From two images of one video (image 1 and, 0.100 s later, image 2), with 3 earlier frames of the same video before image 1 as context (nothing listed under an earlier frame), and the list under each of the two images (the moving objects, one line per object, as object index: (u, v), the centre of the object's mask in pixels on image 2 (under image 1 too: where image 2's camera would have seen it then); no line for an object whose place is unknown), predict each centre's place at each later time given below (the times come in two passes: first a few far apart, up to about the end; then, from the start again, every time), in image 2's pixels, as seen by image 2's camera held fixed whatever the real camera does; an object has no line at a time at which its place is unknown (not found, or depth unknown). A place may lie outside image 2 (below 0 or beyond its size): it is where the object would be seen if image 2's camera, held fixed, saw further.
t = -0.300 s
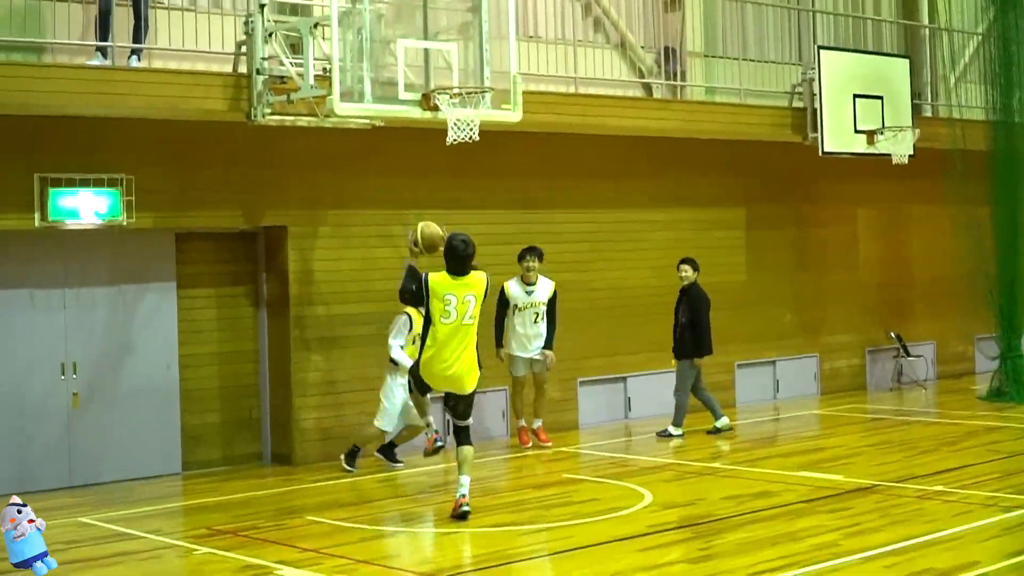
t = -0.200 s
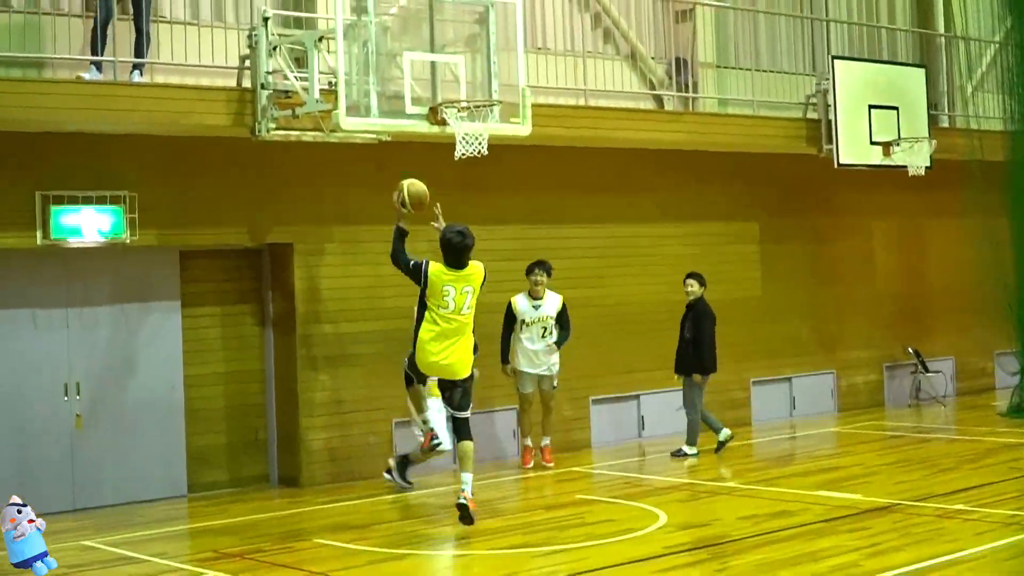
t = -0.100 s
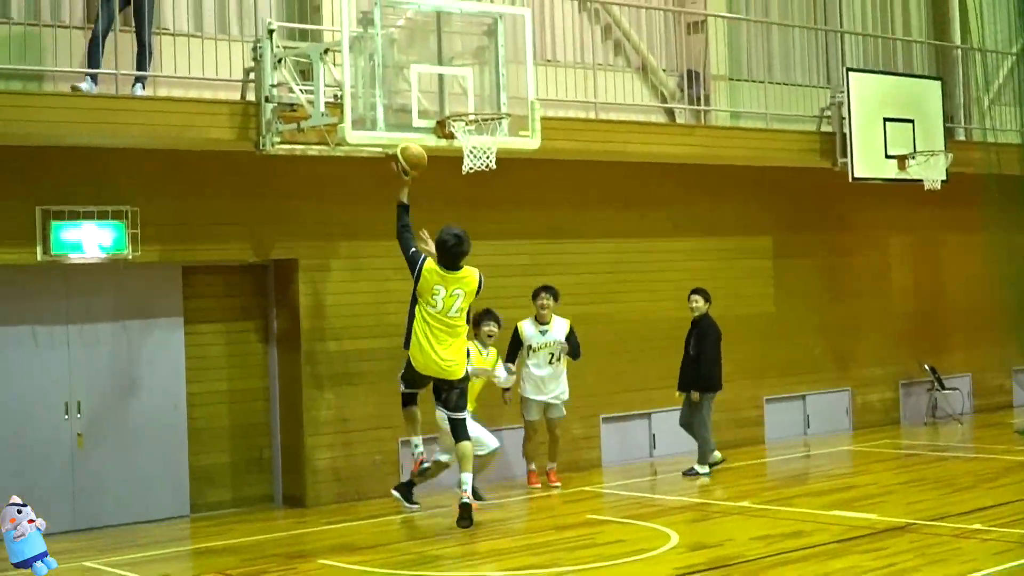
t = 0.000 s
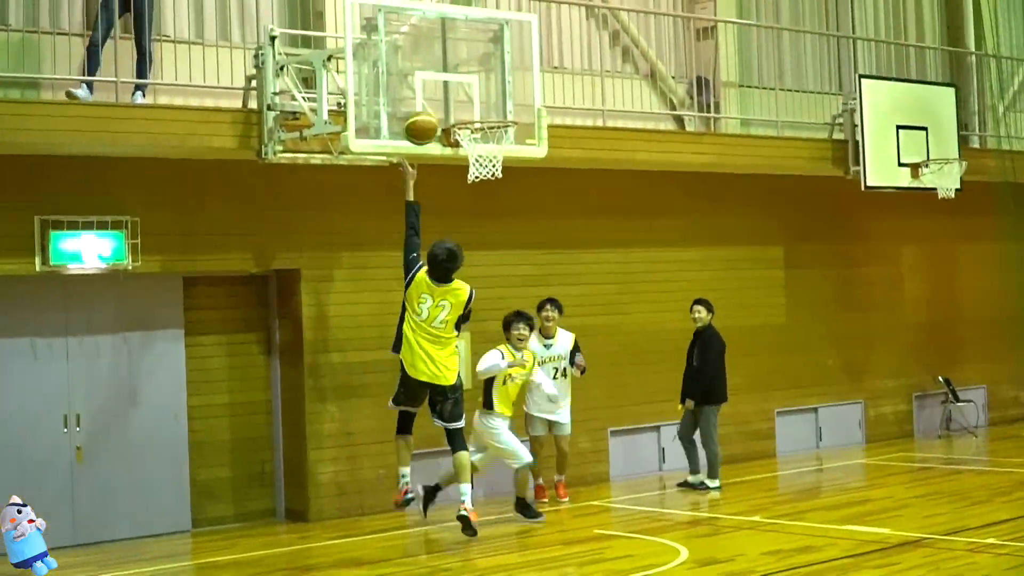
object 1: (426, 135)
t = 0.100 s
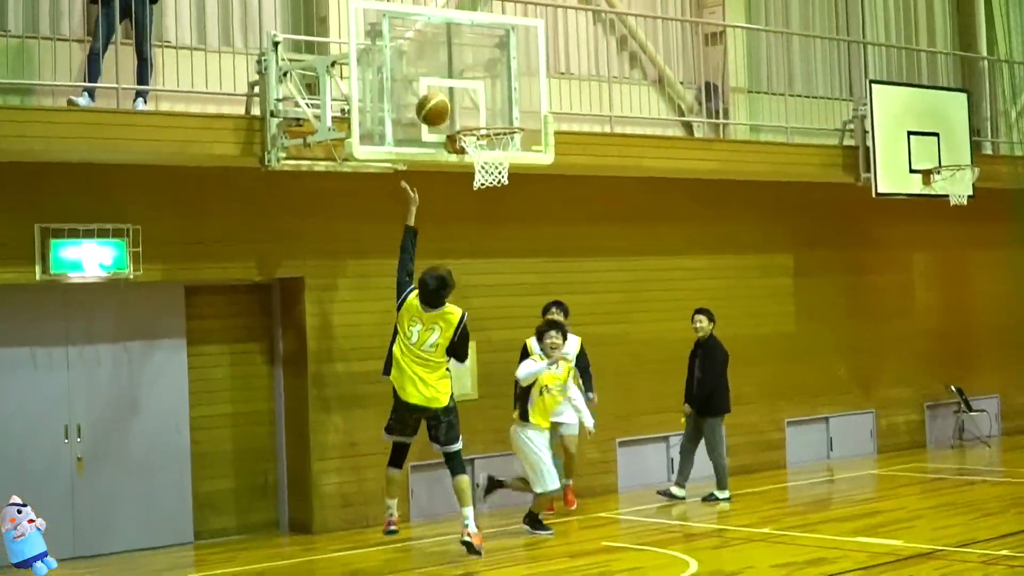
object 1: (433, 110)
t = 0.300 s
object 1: (456, 100)
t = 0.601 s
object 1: (510, 177)
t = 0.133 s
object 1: (436, 105)
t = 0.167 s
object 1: (438, 102)
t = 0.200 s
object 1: (441, 100)
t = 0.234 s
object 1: (444, 99)
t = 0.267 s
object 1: (450, 99)
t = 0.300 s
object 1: (456, 100)
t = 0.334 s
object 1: (462, 104)
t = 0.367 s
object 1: (468, 107)
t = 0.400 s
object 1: (474, 113)
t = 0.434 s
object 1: (479, 117)
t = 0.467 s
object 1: (486, 130)
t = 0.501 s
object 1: (493, 142)
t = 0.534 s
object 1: (500, 151)
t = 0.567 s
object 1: (505, 165)
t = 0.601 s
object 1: (510, 177)
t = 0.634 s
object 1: (510, 188)
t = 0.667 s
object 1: (514, 202)
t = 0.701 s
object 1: (518, 217)
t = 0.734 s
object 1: (521, 233)
